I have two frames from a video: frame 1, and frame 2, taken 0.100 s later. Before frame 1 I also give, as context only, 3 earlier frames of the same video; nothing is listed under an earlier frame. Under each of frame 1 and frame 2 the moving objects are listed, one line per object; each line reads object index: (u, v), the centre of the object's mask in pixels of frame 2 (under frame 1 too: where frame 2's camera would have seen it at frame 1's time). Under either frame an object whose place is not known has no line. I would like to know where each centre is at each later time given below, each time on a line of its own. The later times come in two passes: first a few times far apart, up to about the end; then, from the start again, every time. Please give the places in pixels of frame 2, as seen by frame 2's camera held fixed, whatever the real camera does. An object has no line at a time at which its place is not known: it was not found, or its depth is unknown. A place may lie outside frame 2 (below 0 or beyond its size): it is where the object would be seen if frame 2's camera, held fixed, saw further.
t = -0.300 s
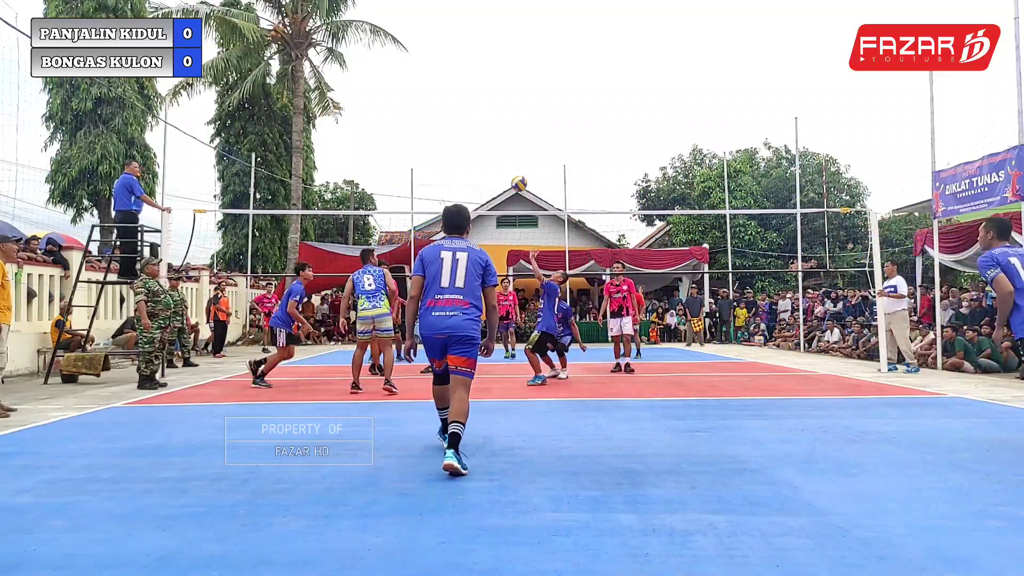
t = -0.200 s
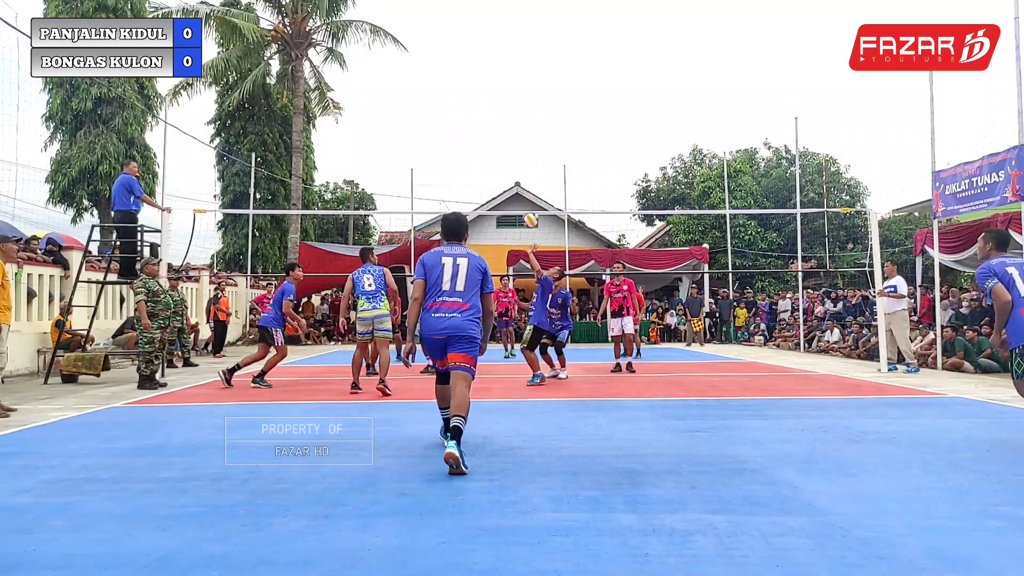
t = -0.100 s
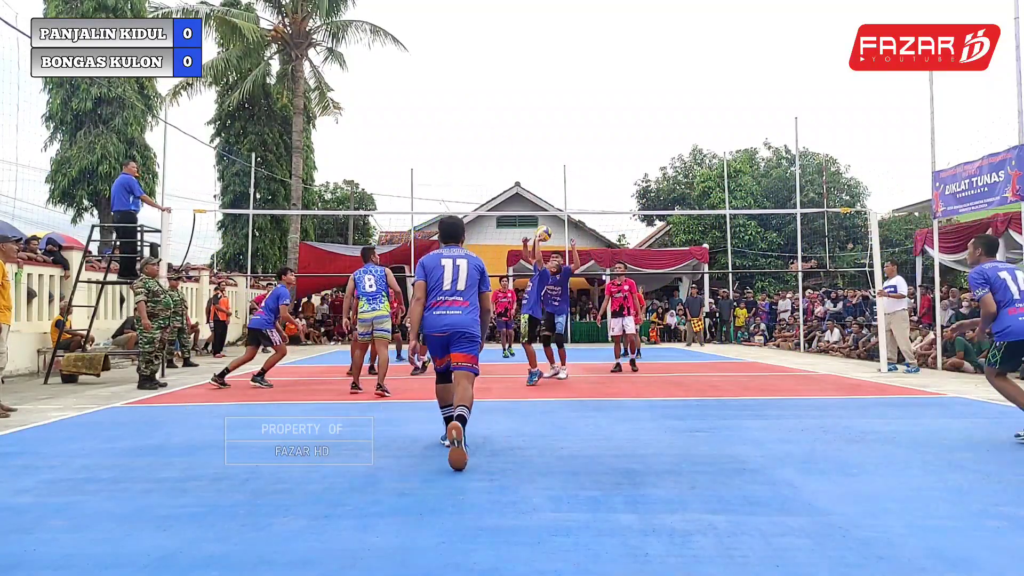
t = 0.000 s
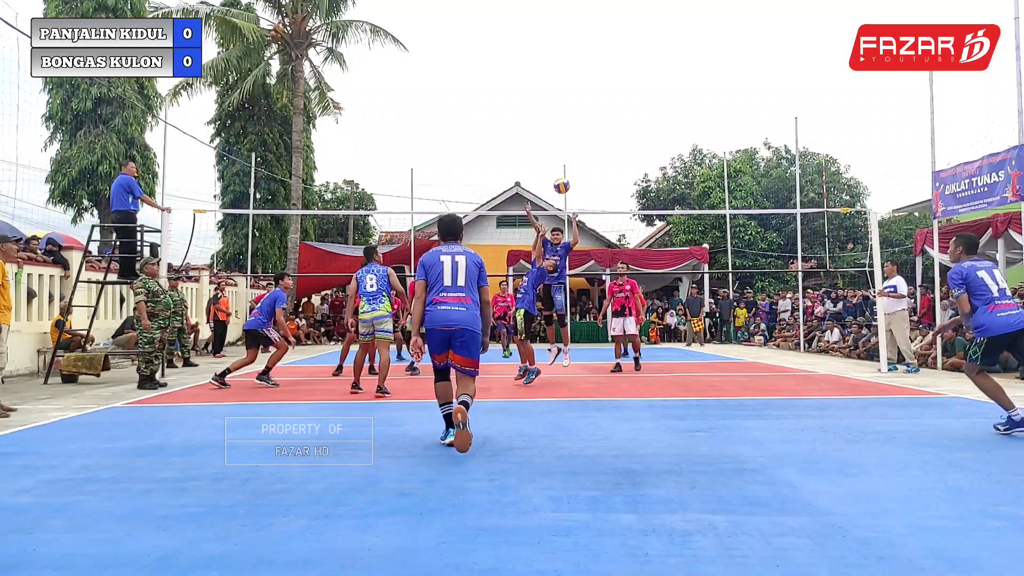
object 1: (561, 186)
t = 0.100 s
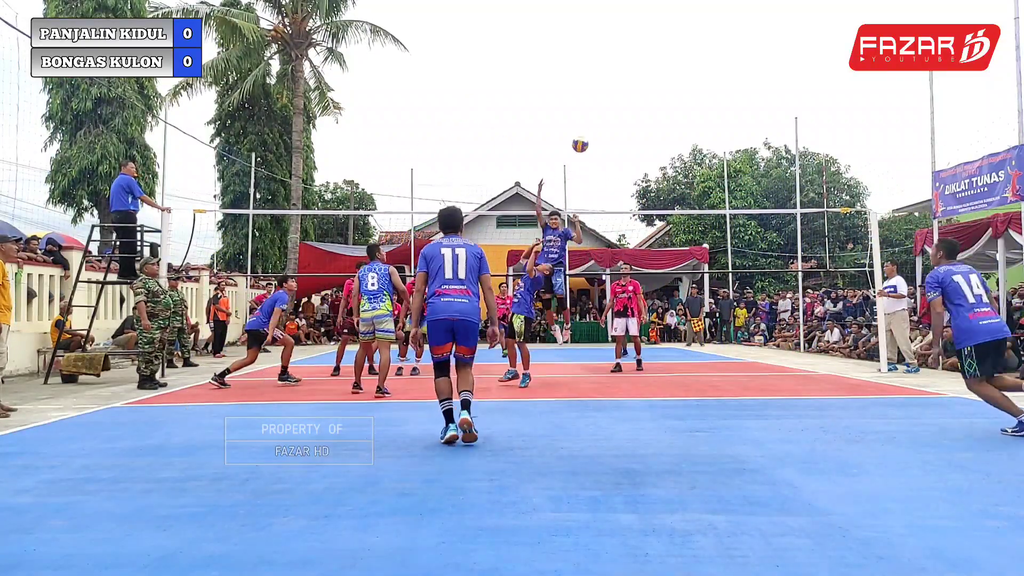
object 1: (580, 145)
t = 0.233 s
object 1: (605, 101)
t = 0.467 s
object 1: (654, 52)
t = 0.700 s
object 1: (702, 51)
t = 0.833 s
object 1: (730, 70)
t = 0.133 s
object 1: (586, 133)
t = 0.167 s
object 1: (593, 121)
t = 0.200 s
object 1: (599, 110)
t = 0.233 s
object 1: (605, 101)
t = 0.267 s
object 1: (612, 91)
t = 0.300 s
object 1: (621, 79)
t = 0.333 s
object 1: (628, 72)
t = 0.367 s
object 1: (634, 66)
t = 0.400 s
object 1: (641, 61)
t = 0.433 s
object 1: (648, 56)
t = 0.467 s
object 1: (654, 52)
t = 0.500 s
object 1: (661, 49)
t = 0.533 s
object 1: (664, 48)
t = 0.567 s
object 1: (675, 46)
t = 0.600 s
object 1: (681, 46)
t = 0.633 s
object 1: (688, 47)
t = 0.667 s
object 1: (695, 48)
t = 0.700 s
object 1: (702, 51)
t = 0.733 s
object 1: (709, 54)
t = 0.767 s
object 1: (716, 59)
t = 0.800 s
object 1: (723, 64)
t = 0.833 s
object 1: (730, 70)
